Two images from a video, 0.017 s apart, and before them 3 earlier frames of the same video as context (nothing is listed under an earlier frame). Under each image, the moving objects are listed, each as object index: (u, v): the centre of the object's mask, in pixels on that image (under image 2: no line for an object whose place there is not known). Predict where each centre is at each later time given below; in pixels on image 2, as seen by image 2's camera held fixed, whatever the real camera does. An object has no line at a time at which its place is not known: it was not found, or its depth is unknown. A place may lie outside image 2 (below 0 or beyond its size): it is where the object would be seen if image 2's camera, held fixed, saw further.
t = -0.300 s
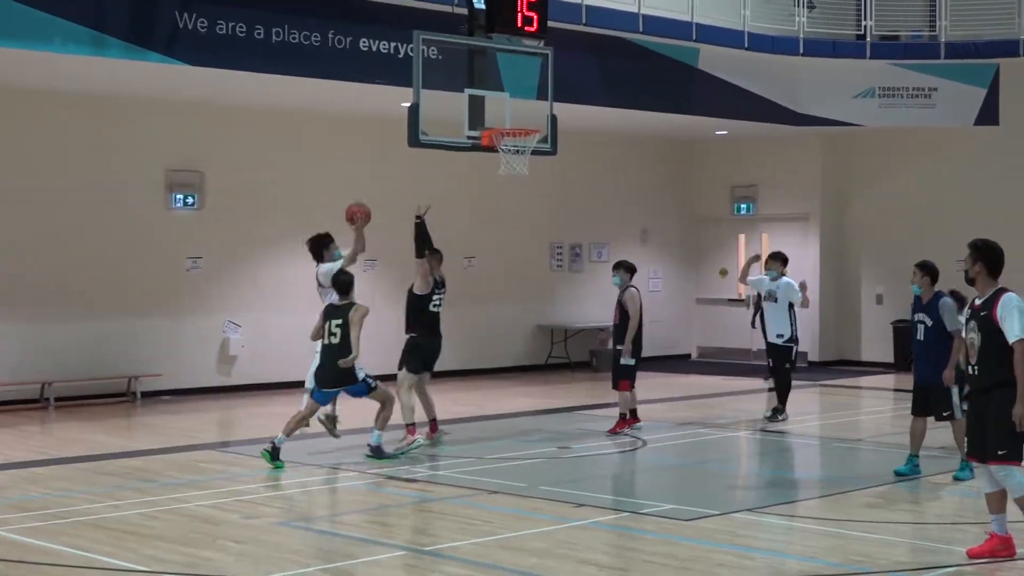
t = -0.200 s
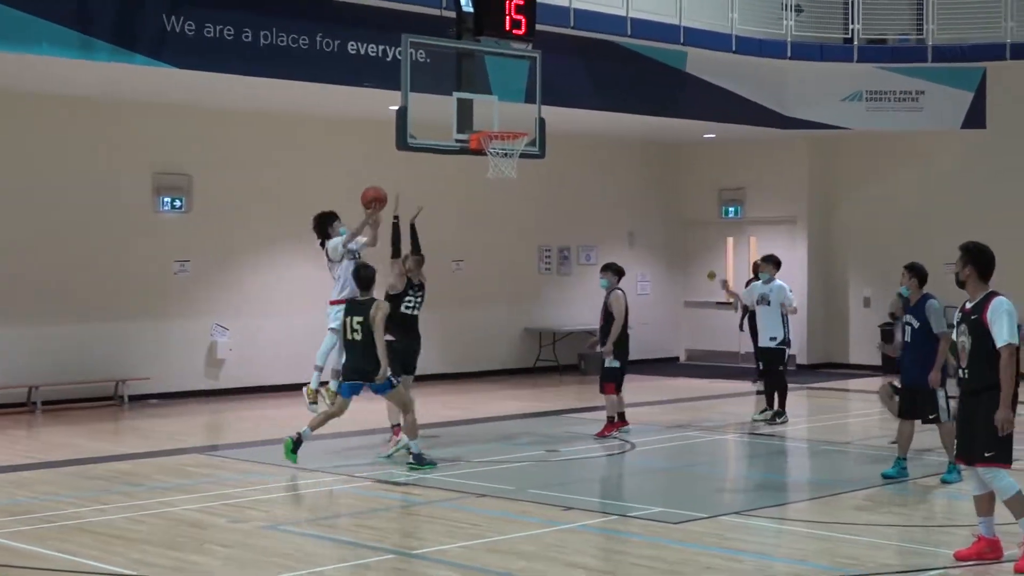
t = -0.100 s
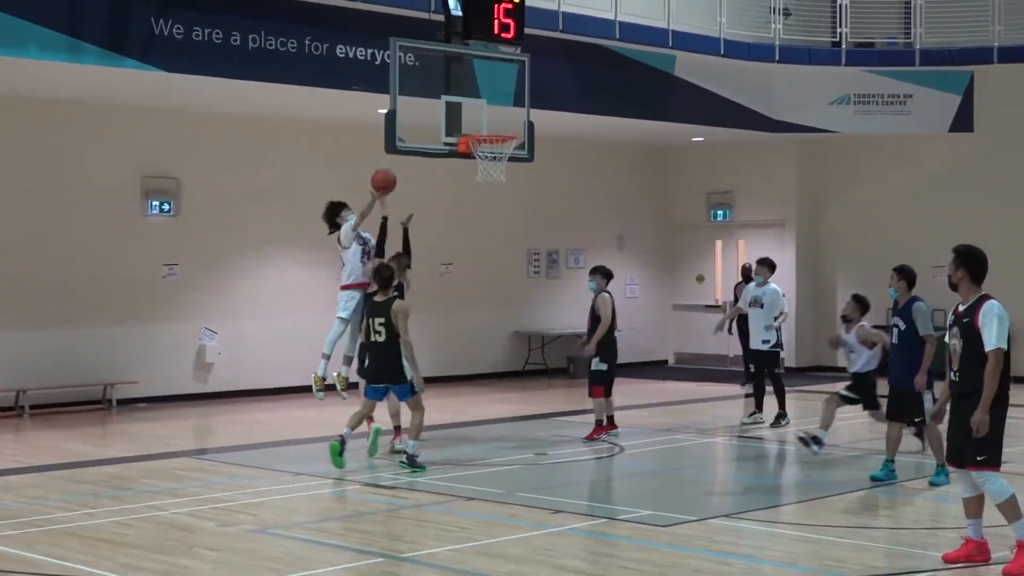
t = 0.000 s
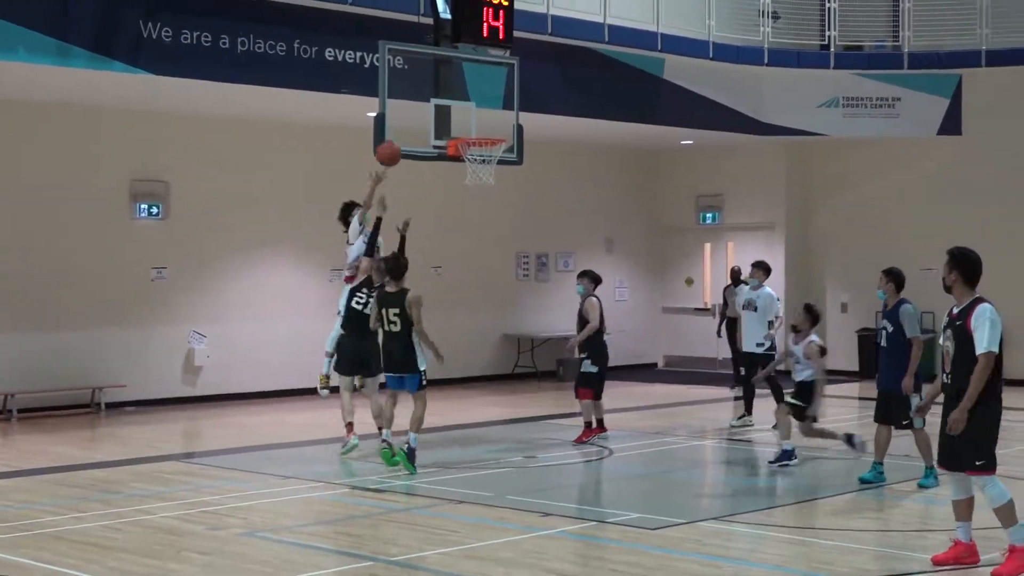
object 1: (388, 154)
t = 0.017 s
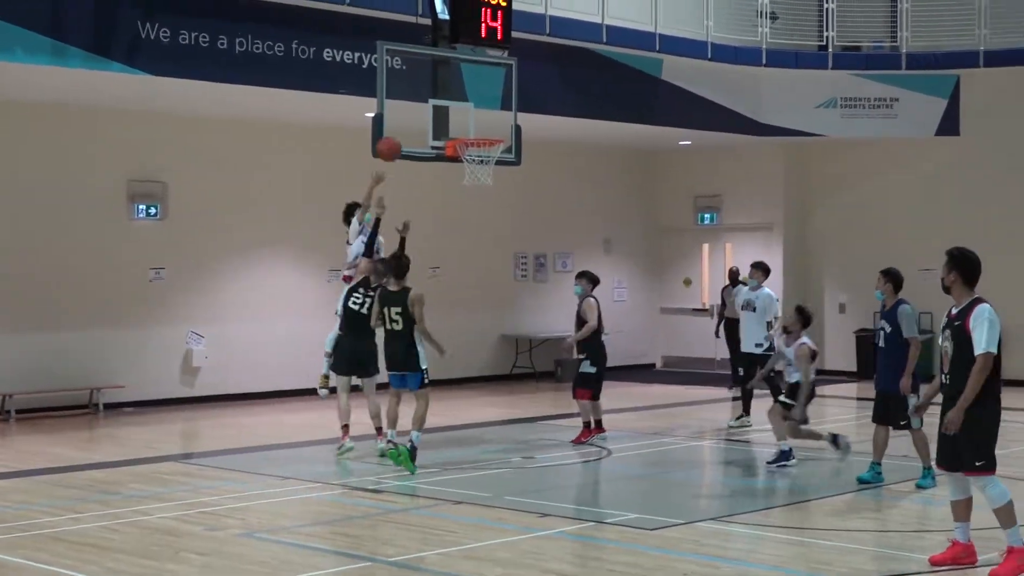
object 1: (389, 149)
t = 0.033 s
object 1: (391, 145)
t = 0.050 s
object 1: (394, 139)
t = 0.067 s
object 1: (396, 135)
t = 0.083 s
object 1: (398, 130)
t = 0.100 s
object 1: (401, 127)
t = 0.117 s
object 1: (403, 123)
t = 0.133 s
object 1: (406, 120)
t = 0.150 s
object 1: (408, 117)
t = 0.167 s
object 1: (410, 114)
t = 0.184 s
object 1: (413, 112)
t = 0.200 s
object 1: (415, 110)
